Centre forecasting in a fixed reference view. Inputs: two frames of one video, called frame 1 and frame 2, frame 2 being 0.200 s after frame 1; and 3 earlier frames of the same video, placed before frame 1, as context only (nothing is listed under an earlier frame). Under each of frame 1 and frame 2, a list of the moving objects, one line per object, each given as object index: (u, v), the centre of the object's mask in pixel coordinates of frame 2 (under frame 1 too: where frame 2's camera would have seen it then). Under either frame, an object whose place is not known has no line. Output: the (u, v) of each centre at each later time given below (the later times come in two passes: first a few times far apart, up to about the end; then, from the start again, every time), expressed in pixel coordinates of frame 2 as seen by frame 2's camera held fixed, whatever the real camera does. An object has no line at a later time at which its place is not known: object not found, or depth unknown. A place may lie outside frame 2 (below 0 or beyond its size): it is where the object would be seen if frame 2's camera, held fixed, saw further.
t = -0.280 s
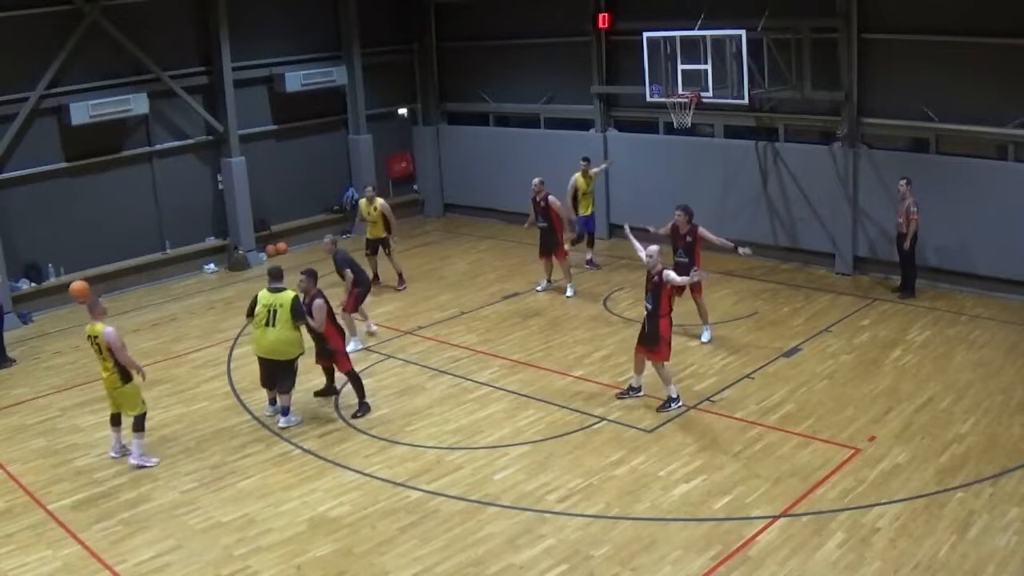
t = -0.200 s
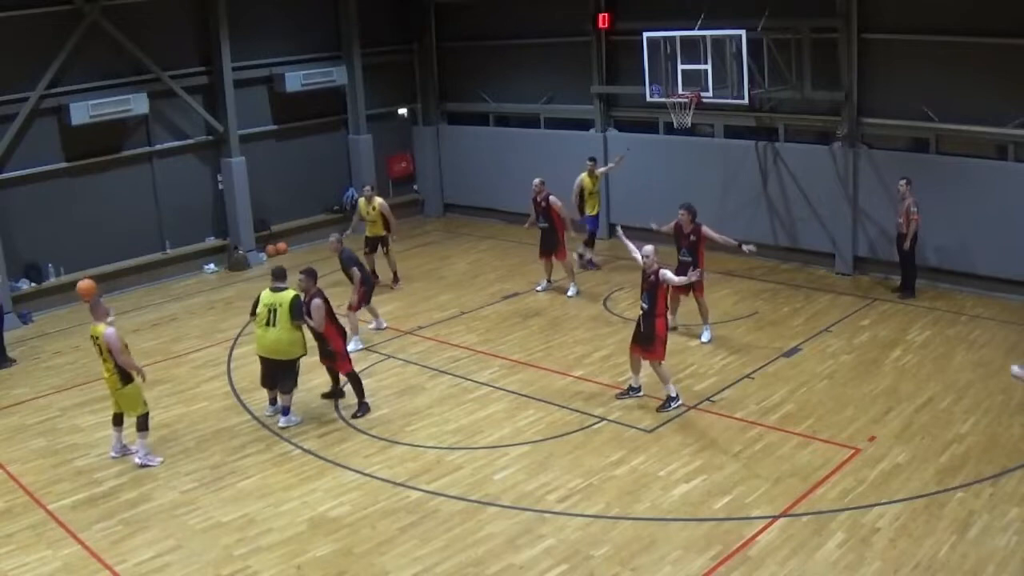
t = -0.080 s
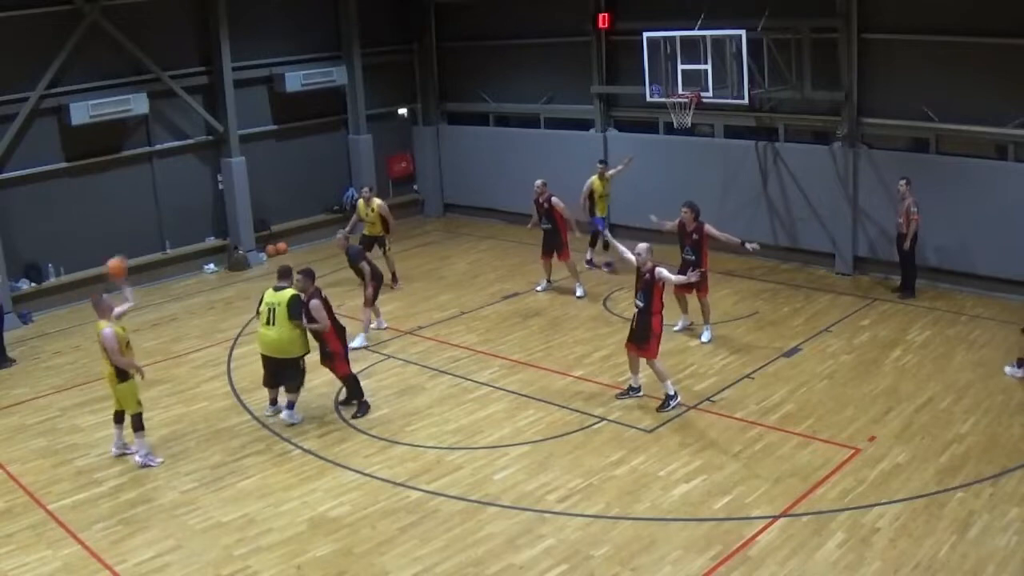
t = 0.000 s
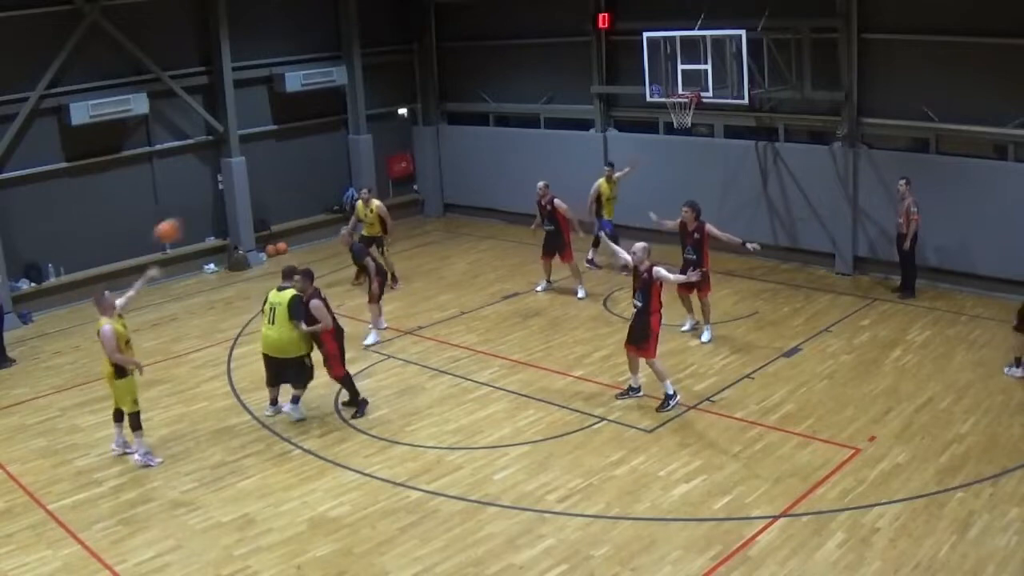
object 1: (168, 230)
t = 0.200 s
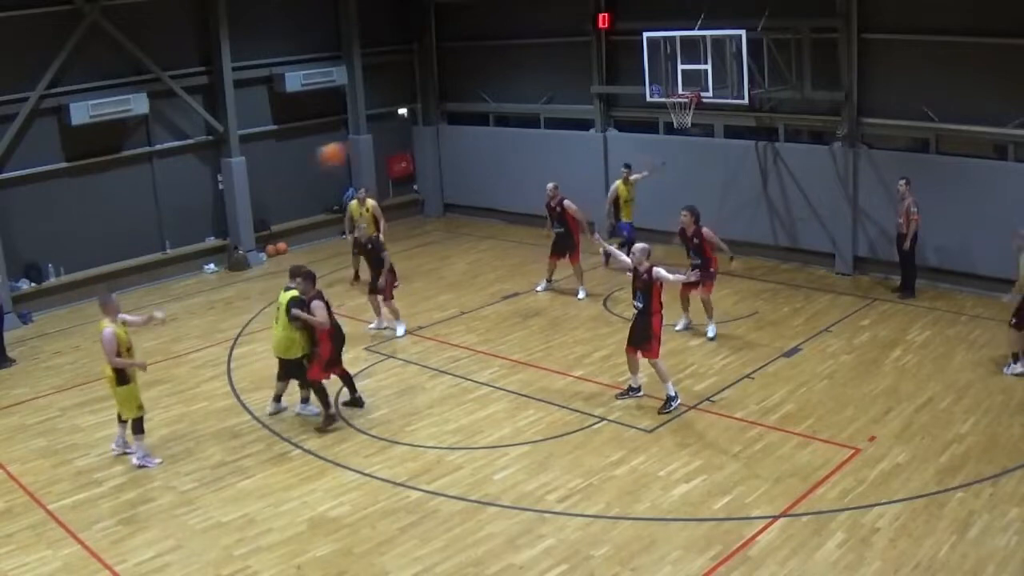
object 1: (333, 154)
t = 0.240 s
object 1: (370, 142)
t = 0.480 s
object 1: (589, 105)
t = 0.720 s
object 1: (809, 132)
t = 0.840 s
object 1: (912, 166)
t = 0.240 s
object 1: (370, 142)
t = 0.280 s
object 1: (404, 133)
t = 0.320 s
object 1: (441, 125)
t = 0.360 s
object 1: (476, 116)
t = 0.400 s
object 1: (514, 114)
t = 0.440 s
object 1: (550, 108)
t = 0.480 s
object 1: (589, 105)
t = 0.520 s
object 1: (626, 106)
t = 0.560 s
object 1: (662, 110)
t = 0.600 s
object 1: (702, 114)
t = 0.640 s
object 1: (738, 118)
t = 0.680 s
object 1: (774, 125)
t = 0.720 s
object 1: (809, 132)
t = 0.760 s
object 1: (844, 141)
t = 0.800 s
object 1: (879, 153)
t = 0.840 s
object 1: (912, 166)
